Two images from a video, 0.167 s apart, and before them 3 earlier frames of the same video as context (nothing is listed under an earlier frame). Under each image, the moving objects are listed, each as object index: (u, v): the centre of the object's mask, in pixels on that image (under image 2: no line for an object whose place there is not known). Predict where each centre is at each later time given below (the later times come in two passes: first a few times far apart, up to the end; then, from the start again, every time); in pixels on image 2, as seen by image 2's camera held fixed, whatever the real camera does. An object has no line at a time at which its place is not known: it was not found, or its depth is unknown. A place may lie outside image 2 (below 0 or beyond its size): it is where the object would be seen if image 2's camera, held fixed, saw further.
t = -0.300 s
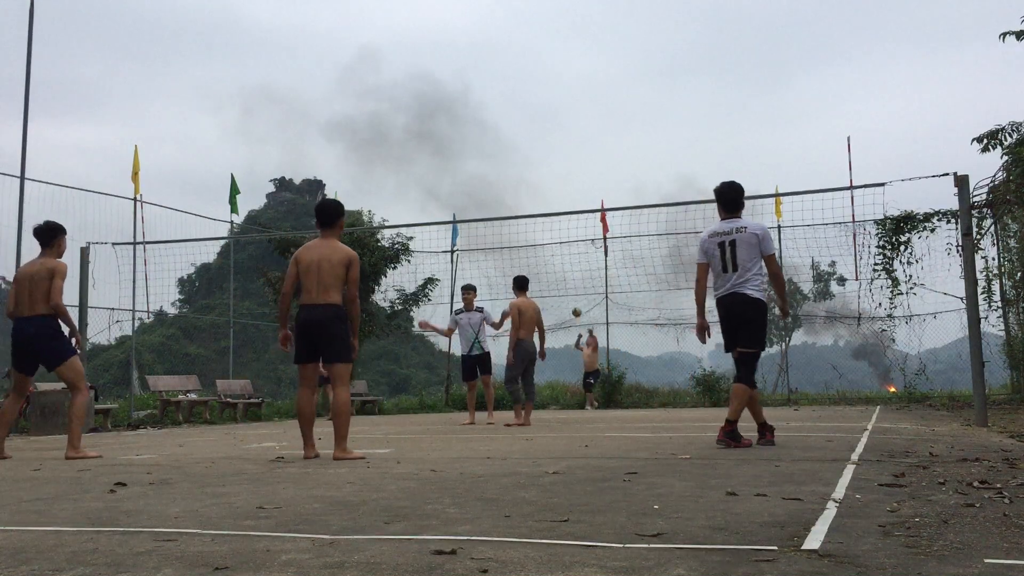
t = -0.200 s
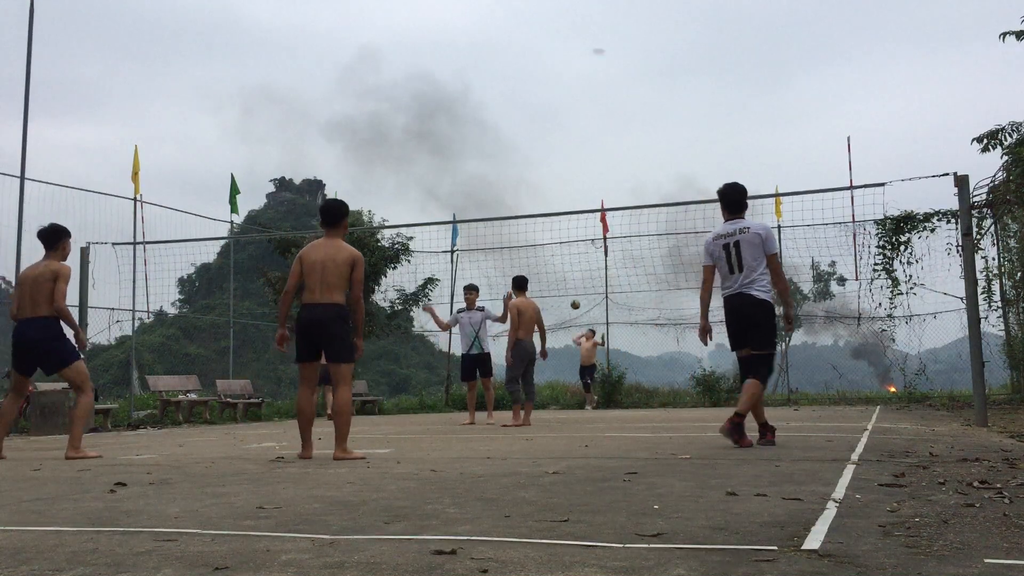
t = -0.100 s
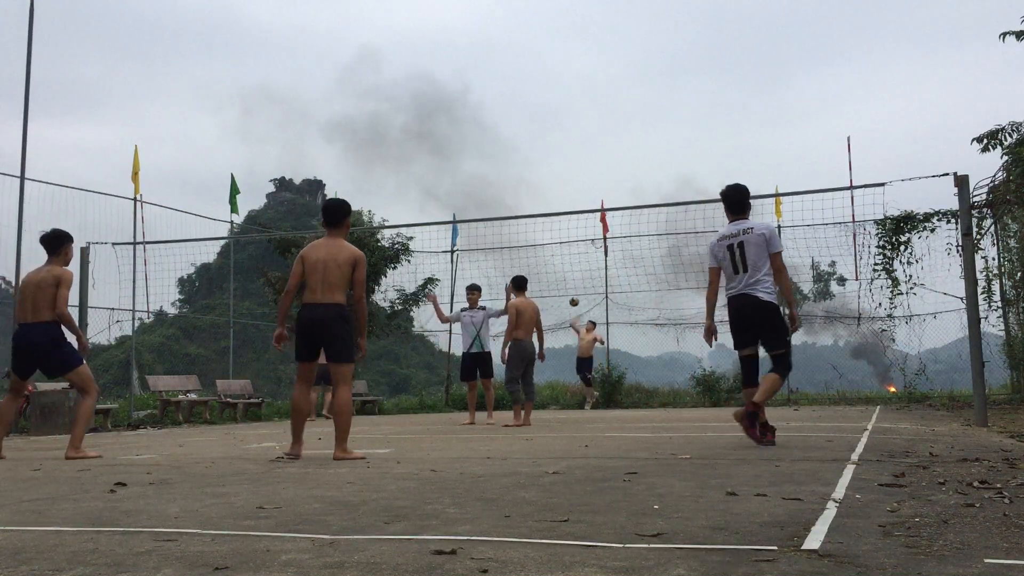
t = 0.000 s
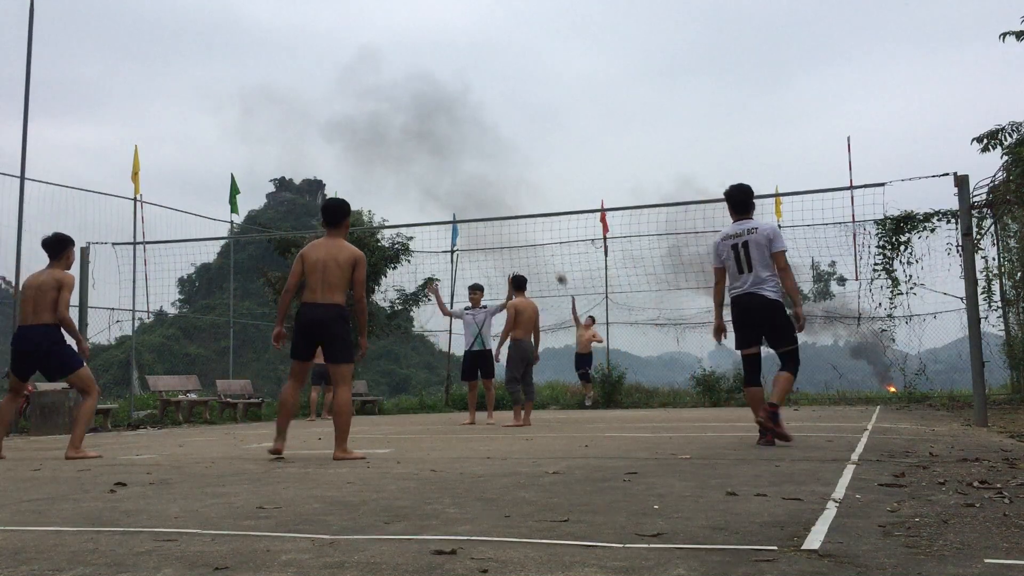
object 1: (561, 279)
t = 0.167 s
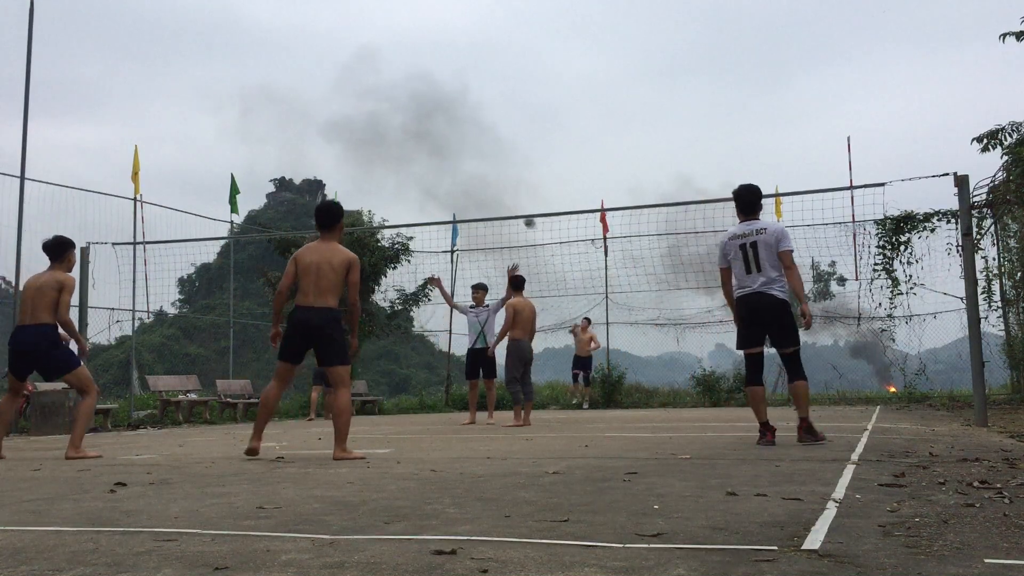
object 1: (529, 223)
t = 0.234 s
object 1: (515, 200)
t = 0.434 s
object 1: (471, 140)
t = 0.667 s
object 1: (405, 85)
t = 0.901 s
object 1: (315, 61)
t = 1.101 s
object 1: (204, 83)
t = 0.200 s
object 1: (522, 210)
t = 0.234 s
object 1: (515, 200)
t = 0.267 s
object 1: (508, 189)
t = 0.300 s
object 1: (501, 179)
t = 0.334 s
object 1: (494, 169)
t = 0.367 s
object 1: (486, 159)
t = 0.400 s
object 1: (479, 150)
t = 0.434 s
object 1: (471, 140)
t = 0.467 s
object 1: (463, 131)
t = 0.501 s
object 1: (454, 122)
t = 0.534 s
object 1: (445, 114)
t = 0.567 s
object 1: (436, 106)
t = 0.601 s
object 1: (426, 99)
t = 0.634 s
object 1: (416, 91)
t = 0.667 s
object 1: (405, 85)
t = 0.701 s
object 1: (395, 79)
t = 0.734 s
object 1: (383, 74)
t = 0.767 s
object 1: (371, 69)
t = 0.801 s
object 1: (358, 65)
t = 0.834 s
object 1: (344, 63)
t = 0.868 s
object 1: (330, 61)
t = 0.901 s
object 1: (315, 61)
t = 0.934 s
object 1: (299, 61)
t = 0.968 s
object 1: (283, 63)
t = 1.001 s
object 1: (265, 66)
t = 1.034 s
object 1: (245, 70)
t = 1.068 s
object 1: (225, 76)
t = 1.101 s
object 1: (204, 83)
